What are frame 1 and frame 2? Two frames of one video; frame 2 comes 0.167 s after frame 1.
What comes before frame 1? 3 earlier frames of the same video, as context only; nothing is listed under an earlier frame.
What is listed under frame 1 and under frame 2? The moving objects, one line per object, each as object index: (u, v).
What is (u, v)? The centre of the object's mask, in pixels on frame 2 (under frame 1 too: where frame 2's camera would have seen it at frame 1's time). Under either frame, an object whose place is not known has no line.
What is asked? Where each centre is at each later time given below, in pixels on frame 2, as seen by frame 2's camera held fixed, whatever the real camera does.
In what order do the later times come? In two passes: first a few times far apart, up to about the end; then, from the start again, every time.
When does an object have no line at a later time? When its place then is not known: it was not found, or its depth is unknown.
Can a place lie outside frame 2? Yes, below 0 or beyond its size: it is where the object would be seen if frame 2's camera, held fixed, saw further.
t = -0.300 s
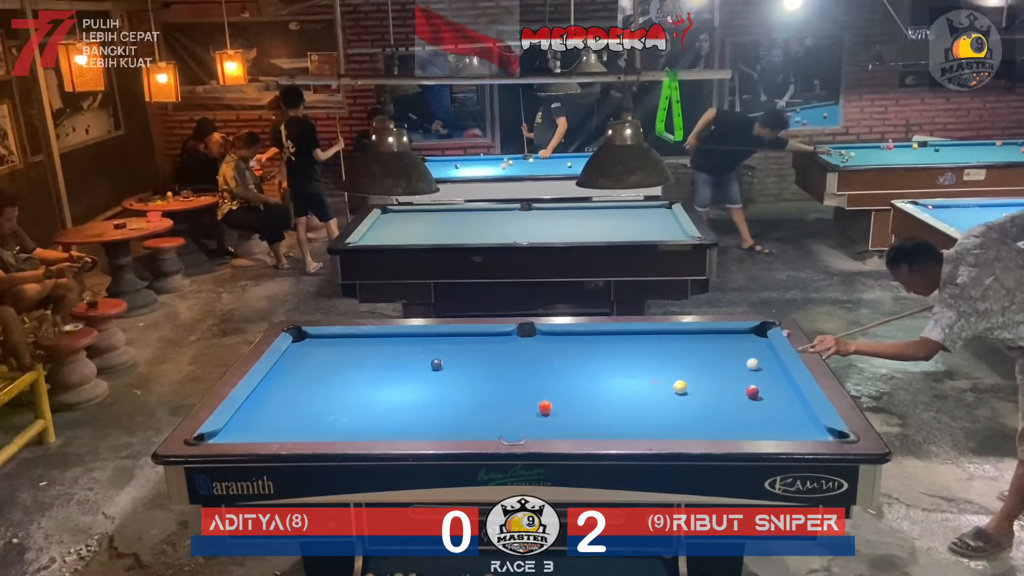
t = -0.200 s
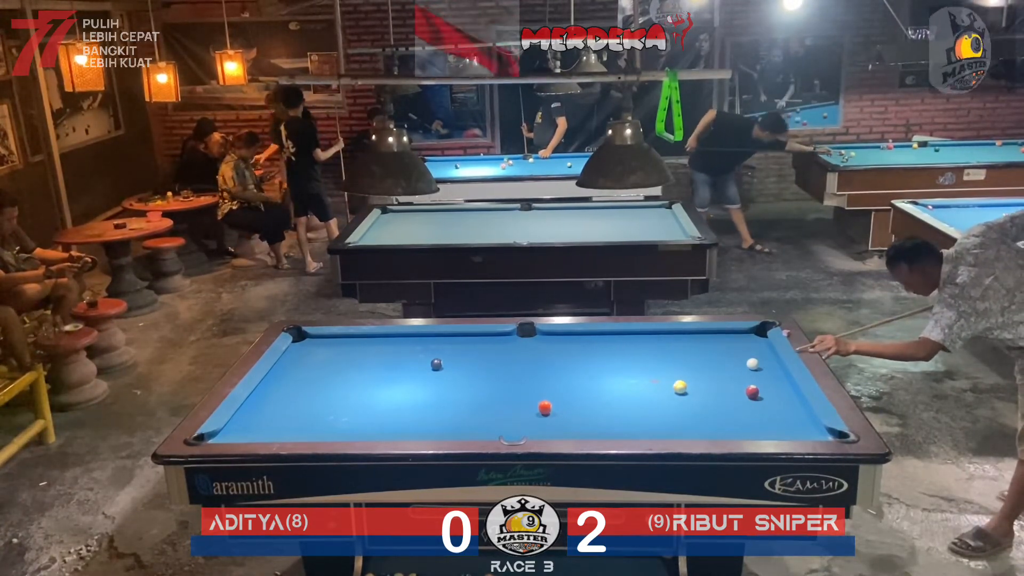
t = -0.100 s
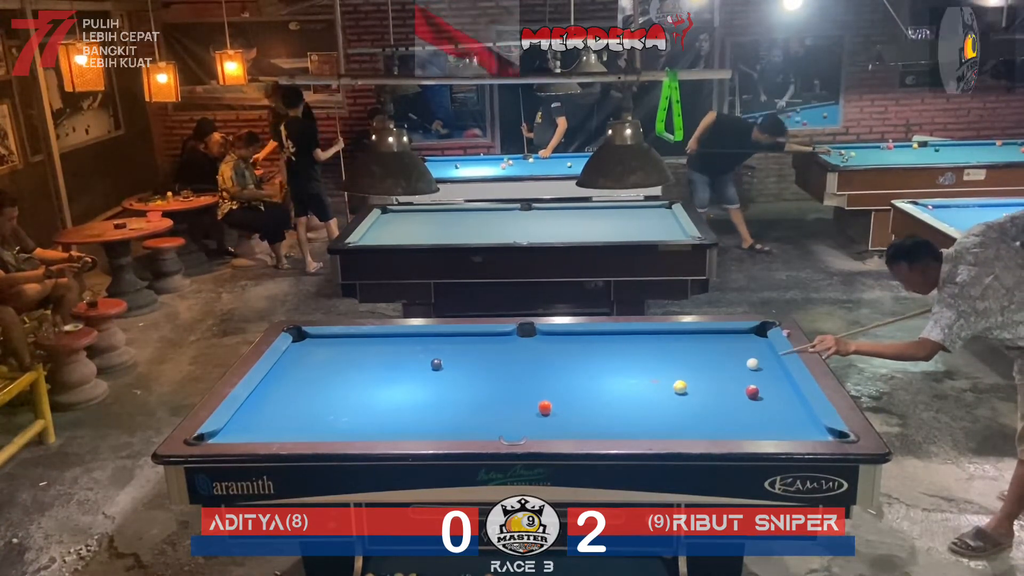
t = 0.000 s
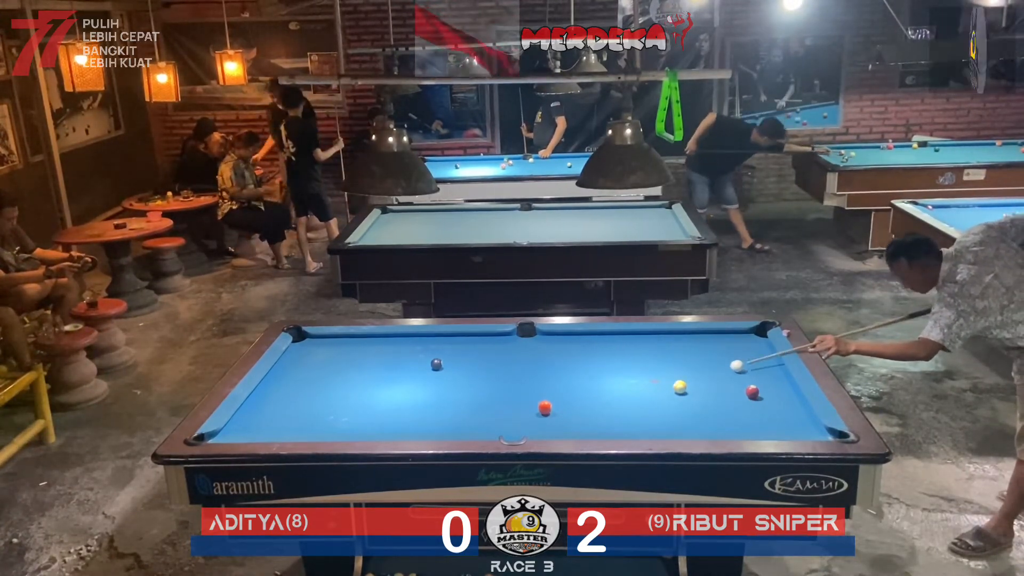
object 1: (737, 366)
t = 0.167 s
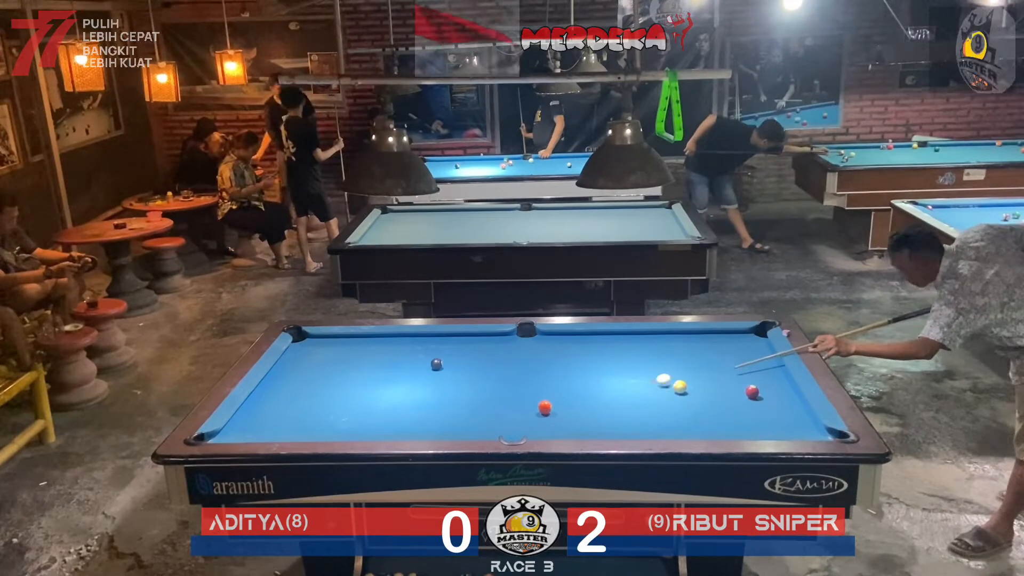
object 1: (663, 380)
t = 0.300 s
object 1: (604, 391)
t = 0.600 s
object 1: (479, 398)
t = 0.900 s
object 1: (370, 396)
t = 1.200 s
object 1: (268, 393)
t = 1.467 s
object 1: (313, 390)
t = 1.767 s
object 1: (380, 387)
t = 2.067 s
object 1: (441, 385)
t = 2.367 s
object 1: (498, 382)
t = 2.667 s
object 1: (549, 380)
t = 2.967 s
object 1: (596, 378)
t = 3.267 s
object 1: (638, 377)
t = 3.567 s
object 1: (675, 375)
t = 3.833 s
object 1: (706, 374)
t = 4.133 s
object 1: (736, 372)
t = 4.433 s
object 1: (761, 371)
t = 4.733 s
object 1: (781, 370)
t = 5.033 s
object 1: (768, 369)
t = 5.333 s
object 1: (759, 369)
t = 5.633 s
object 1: (753, 369)
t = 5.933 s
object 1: (751, 369)
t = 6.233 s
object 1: (752, 369)
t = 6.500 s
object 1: (752, 369)
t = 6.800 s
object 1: (752, 369)
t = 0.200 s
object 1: (649, 383)
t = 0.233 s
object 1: (633, 385)
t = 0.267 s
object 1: (619, 388)
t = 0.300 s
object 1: (604, 391)
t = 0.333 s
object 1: (588, 394)
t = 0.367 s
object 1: (573, 398)
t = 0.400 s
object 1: (557, 400)
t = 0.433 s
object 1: (542, 399)
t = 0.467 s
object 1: (530, 400)
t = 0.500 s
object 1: (517, 399)
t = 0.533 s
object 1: (504, 399)
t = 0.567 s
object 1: (491, 399)
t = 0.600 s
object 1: (479, 398)
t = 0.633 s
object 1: (466, 398)
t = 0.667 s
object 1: (454, 398)
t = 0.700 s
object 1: (441, 397)
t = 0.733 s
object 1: (430, 397)
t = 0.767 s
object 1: (417, 396)
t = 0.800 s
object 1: (405, 396)
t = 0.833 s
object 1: (394, 396)
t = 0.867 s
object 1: (382, 396)
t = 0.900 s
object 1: (370, 396)
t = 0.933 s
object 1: (358, 395)
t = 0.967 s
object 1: (347, 395)
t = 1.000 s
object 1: (335, 395)
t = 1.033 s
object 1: (324, 394)
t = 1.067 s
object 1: (313, 394)
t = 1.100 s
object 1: (301, 394)
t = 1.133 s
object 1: (290, 393)
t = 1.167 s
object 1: (279, 393)
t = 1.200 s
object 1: (268, 393)
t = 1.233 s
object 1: (257, 393)
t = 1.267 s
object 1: (265, 392)
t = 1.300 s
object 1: (273, 392)
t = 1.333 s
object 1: (281, 392)
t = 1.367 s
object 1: (289, 391)
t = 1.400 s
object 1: (297, 391)
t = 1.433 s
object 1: (306, 390)
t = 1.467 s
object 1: (313, 390)
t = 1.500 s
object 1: (321, 390)
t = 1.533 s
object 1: (328, 390)
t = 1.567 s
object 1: (336, 389)
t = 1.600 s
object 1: (343, 389)
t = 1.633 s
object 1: (351, 389)
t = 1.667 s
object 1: (358, 388)
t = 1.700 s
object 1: (365, 388)
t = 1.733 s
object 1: (373, 388)
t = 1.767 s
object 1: (380, 387)
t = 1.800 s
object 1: (387, 387)
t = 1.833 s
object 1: (394, 387)
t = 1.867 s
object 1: (401, 386)
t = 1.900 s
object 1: (408, 386)
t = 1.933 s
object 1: (415, 386)
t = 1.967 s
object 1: (421, 385)
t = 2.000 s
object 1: (428, 385)
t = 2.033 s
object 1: (435, 385)
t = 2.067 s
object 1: (441, 385)
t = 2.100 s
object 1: (448, 384)
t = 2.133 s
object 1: (454, 384)
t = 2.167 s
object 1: (460, 384)
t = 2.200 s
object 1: (467, 384)
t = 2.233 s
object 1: (473, 383)
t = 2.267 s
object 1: (479, 383)
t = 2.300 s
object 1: (485, 383)
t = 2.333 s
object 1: (492, 383)
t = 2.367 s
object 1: (498, 382)
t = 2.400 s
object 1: (503, 382)
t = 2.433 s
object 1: (509, 382)
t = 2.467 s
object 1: (515, 382)
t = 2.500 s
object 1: (521, 381)
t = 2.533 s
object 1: (527, 381)
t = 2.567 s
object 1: (532, 381)
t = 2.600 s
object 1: (538, 381)
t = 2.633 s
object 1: (543, 380)
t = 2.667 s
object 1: (549, 380)
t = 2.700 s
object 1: (554, 380)
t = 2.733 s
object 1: (560, 380)
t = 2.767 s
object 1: (565, 379)
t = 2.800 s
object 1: (570, 379)
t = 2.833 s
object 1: (575, 379)
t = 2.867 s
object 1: (581, 379)
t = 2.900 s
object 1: (585, 379)
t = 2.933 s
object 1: (590, 378)
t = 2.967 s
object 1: (596, 378)
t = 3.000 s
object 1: (600, 378)
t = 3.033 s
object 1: (605, 378)
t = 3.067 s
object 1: (610, 378)
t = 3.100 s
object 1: (615, 377)
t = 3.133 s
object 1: (620, 377)
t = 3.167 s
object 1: (624, 377)
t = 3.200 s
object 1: (629, 377)
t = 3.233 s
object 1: (633, 377)
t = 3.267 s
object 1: (638, 377)
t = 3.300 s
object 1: (642, 376)
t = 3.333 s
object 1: (647, 376)
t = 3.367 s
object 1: (651, 376)
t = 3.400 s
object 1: (655, 376)
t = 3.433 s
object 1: (659, 376)
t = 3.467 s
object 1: (663, 376)
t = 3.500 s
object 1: (667, 375)
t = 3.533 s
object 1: (671, 375)
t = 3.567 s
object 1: (675, 375)
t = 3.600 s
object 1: (680, 374)
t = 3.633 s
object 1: (684, 374)
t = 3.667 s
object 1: (688, 375)
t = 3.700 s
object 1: (691, 374)
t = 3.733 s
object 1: (695, 374)
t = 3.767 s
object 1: (699, 374)
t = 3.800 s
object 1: (703, 374)
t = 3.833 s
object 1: (706, 374)
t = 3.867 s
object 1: (710, 374)
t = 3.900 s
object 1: (713, 374)
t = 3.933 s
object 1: (716, 373)
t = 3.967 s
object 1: (720, 373)
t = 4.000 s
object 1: (723, 373)
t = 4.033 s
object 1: (726, 373)
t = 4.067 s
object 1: (729, 372)
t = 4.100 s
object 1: (733, 372)
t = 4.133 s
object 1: (736, 372)
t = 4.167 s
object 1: (739, 372)
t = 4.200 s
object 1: (742, 372)
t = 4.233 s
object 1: (744, 372)
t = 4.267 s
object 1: (747, 371)
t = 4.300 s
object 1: (750, 371)
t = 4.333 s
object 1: (753, 371)
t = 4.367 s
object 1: (755, 371)
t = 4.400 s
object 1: (758, 371)
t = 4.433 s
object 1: (761, 371)
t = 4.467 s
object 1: (763, 370)
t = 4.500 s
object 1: (766, 371)
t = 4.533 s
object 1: (768, 371)
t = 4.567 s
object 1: (770, 370)
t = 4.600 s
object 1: (773, 370)
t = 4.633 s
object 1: (775, 370)
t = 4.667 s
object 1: (777, 370)
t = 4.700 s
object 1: (779, 370)
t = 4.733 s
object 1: (781, 370)
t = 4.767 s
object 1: (779, 369)
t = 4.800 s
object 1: (777, 369)
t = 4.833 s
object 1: (776, 369)
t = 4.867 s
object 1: (775, 369)
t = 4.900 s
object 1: (773, 369)
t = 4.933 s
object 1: (772, 369)
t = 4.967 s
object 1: (770, 369)
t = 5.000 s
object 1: (769, 369)
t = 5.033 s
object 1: (768, 369)
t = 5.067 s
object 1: (767, 369)
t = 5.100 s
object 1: (766, 369)
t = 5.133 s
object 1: (765, 369)
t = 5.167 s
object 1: (763, 369)
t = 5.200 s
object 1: (762, 369)
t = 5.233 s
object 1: (762, 369)
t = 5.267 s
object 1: (761, 369)
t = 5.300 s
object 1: (760, 369)
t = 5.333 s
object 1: (759, 369)
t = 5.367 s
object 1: (758, 369)
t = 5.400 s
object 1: (757, 369)
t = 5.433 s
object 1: (757, 369)
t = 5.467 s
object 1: (756, 369)
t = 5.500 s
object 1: (755, 369)
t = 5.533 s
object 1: (755, 369)
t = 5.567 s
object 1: (754, 369)
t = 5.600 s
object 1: (753, 369)
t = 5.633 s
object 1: (753, 369)
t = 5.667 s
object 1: (753, 369)
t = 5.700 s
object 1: (752, 369)
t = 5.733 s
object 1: (752, 369)
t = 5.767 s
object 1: (752, 369)
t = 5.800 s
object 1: (751, 369)
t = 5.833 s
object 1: (751, 369)
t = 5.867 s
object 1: (751, 369)
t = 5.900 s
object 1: (751, 369)
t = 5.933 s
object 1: (751, 369)
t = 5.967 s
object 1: (751, 369)
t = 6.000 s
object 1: (751, 369)
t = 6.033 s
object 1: (752, 369)
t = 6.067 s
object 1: (752, 369)
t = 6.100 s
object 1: (752, 369)
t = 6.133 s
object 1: (752, 369)
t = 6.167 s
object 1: (752, 369)
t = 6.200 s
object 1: (752, 369)
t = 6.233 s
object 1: (752, 369)
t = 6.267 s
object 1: (752, 369)
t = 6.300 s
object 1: (752, 369)
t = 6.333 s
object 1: (752, 369)
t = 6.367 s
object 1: (752, 369)
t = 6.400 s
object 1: (752, 369)
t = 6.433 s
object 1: (752, 369)
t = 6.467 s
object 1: (752, 369)
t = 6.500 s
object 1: (752, 369)
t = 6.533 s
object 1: (752, 369)
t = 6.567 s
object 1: (752, 369)
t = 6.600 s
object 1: (752, 369)
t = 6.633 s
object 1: (752, 369)
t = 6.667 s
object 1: (752, 369)
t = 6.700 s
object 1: (752, 369)
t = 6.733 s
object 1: (752, 369)
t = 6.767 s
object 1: (752, 369)
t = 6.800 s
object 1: (752, 369)
